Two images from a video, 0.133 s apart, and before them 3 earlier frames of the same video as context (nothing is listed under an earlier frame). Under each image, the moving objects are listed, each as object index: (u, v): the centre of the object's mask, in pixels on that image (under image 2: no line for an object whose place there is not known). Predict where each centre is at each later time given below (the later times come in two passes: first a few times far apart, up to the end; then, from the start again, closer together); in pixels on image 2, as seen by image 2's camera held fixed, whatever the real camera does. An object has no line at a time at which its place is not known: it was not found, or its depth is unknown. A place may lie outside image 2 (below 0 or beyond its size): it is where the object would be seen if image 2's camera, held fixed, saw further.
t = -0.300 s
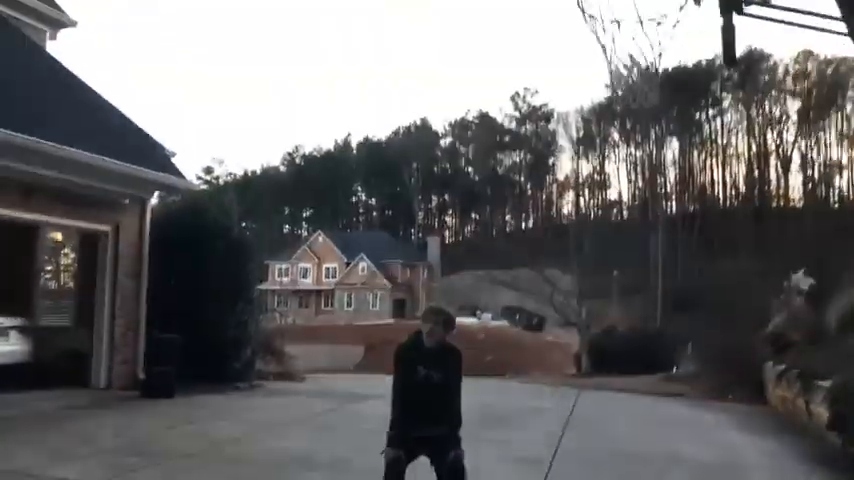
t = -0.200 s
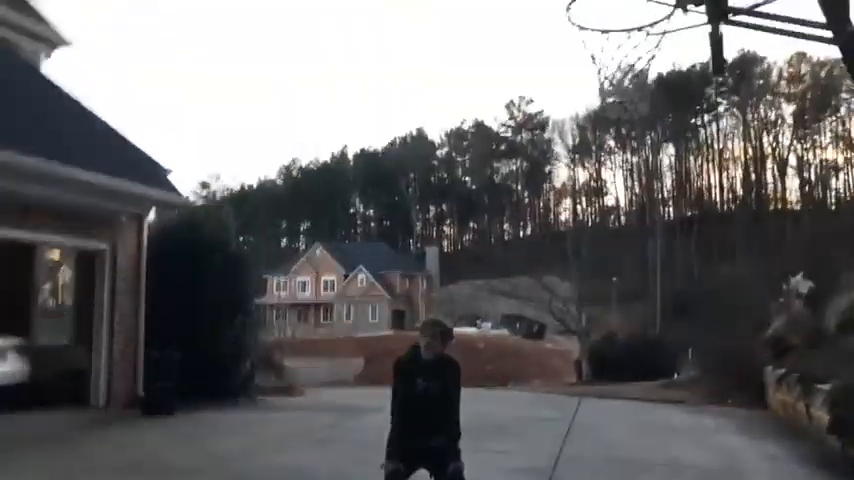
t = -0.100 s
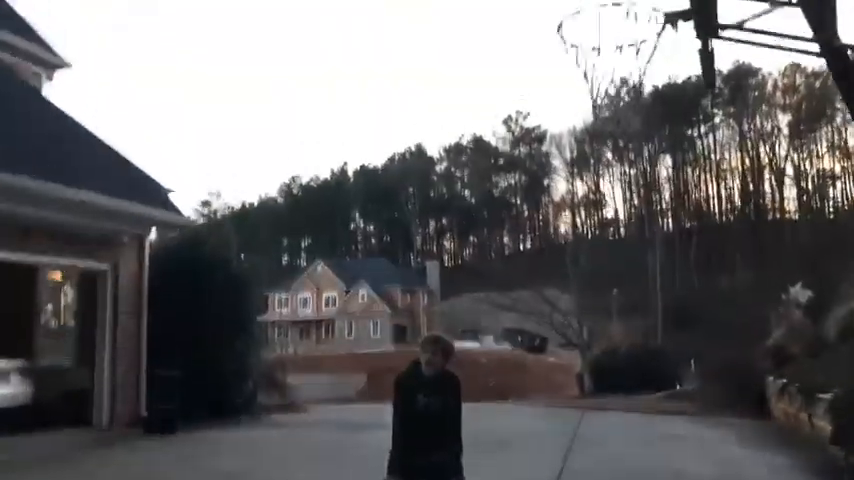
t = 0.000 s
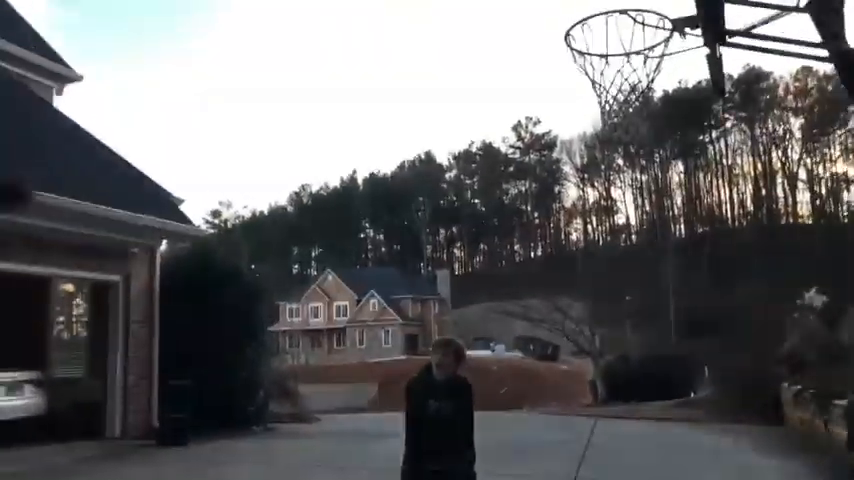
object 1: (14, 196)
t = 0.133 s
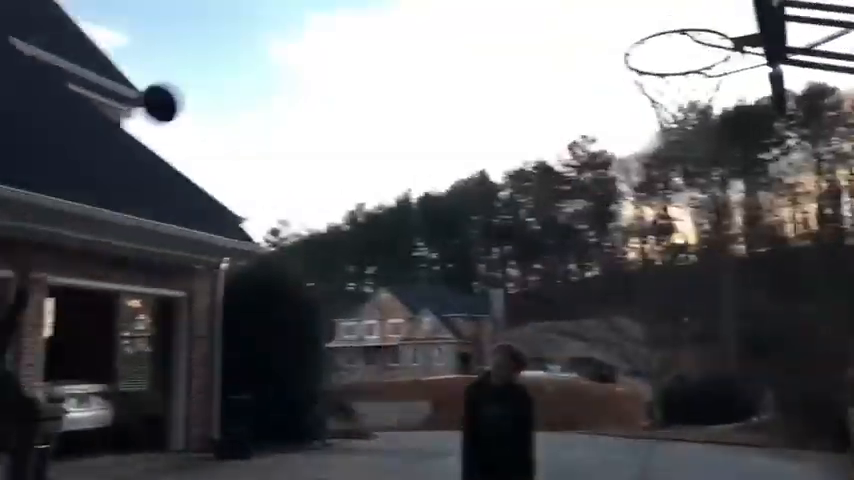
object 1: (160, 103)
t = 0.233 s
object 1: (217, 46)
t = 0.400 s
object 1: (310, -17)
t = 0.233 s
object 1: (217, 46)
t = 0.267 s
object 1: (235, 31)
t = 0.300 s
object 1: (253, 18)
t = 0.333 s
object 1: (272, 5)
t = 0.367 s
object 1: (290, -6)
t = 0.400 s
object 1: (310, -17)
